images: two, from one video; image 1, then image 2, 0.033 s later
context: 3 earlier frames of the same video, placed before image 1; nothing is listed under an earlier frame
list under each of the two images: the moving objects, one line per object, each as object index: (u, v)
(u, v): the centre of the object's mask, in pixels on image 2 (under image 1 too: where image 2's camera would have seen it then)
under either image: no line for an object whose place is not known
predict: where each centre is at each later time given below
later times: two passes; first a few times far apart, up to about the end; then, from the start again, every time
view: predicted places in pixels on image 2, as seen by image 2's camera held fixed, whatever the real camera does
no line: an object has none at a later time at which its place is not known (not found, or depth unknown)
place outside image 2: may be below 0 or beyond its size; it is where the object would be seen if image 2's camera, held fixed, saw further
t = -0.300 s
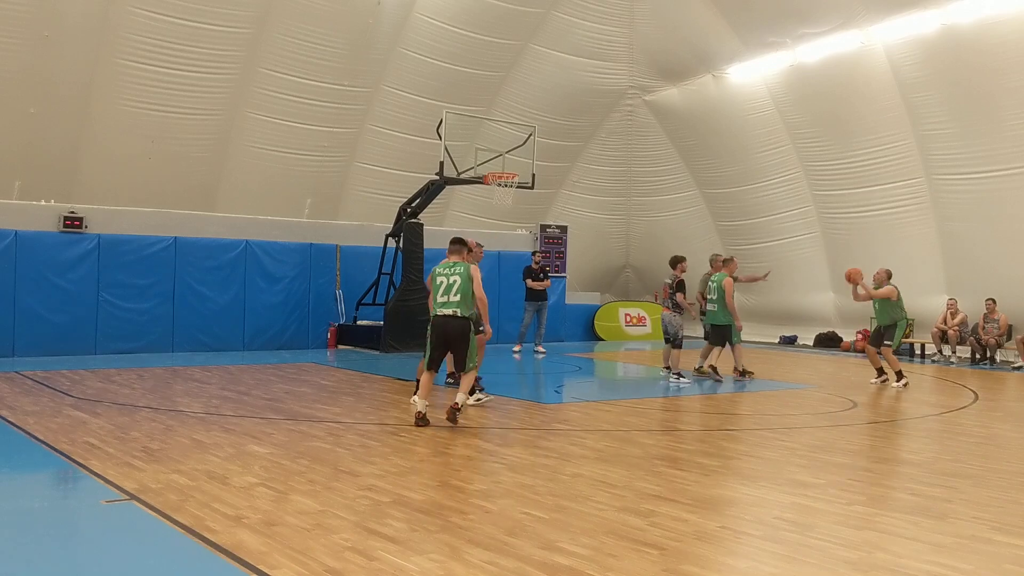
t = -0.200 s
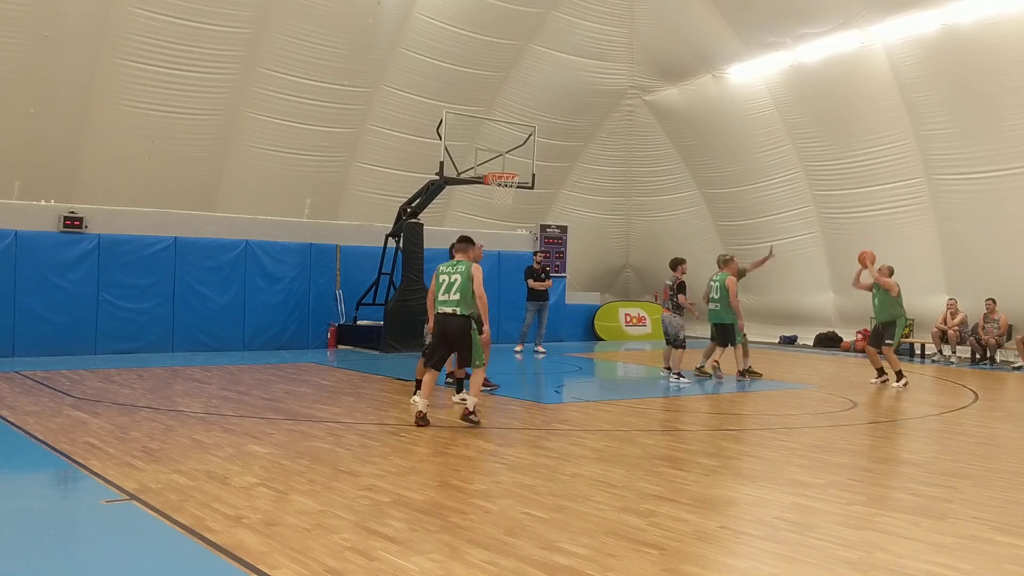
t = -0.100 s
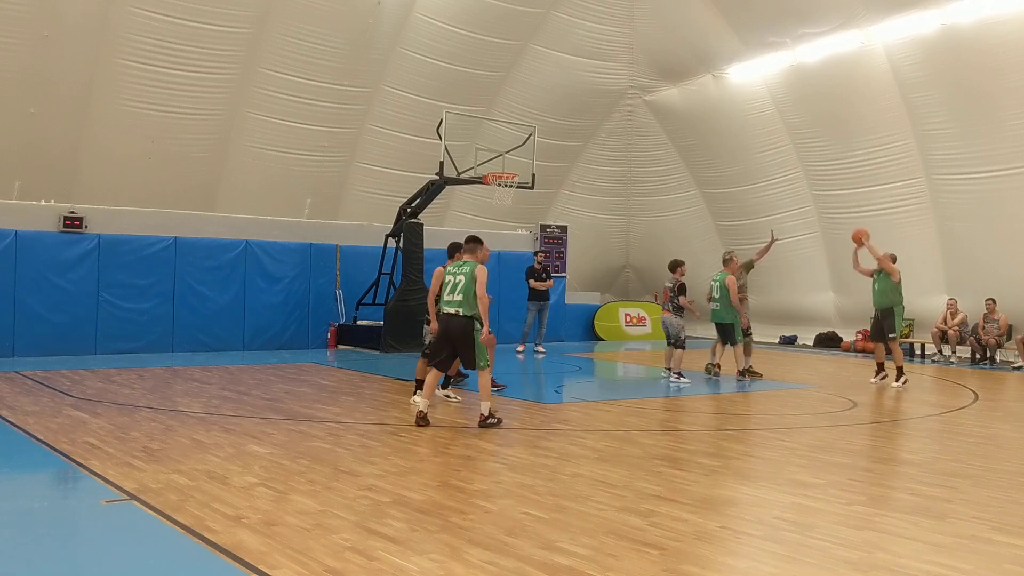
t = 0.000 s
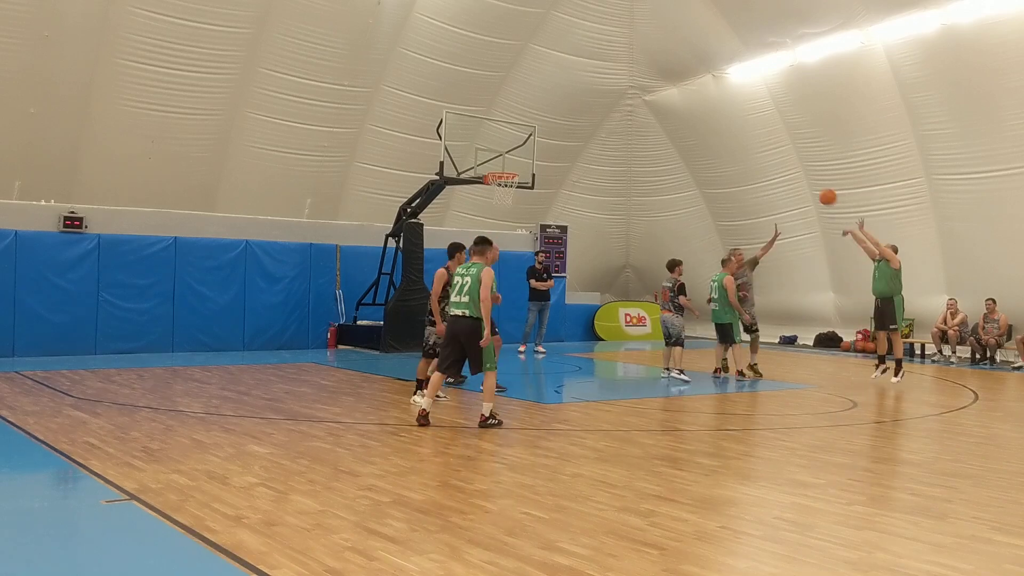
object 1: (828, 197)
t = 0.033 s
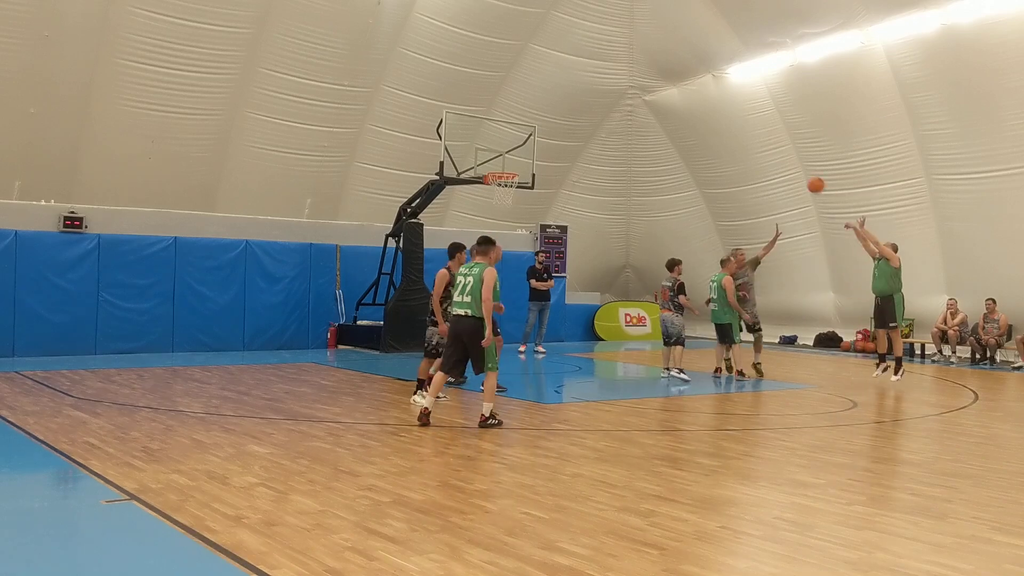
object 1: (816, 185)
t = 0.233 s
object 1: (746, 129)
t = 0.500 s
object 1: (657, 98)
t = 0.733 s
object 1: (583, 108)
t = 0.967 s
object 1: (513, 152)
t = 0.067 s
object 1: (804, 173)
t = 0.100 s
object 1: (792, 162)
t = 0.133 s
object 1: (780, 153)
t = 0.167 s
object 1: (769, 144)
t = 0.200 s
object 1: (758, 136)
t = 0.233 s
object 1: (746, 129)
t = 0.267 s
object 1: (735, 122)
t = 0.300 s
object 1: (723, 116)
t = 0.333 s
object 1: (712, 111)
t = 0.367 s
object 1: (701, 107)
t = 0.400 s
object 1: (690, 104)
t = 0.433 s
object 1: (679, 101)
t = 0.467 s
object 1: (668, 99)
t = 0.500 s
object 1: (657, 98)
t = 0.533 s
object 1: (646, 97)
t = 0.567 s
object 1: (636, 97)
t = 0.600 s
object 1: (625, 98)
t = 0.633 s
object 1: (615, 100)
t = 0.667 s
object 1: (604, 102)
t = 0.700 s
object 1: (594, 105)
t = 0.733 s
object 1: (583, 108)
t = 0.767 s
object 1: (573, 113)
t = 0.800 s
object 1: (563, 118)
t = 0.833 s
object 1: (553, 123)
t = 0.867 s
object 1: (543, 129)
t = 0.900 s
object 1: (532, 136)
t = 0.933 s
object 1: (523, 144)
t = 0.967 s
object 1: (513, 152)
